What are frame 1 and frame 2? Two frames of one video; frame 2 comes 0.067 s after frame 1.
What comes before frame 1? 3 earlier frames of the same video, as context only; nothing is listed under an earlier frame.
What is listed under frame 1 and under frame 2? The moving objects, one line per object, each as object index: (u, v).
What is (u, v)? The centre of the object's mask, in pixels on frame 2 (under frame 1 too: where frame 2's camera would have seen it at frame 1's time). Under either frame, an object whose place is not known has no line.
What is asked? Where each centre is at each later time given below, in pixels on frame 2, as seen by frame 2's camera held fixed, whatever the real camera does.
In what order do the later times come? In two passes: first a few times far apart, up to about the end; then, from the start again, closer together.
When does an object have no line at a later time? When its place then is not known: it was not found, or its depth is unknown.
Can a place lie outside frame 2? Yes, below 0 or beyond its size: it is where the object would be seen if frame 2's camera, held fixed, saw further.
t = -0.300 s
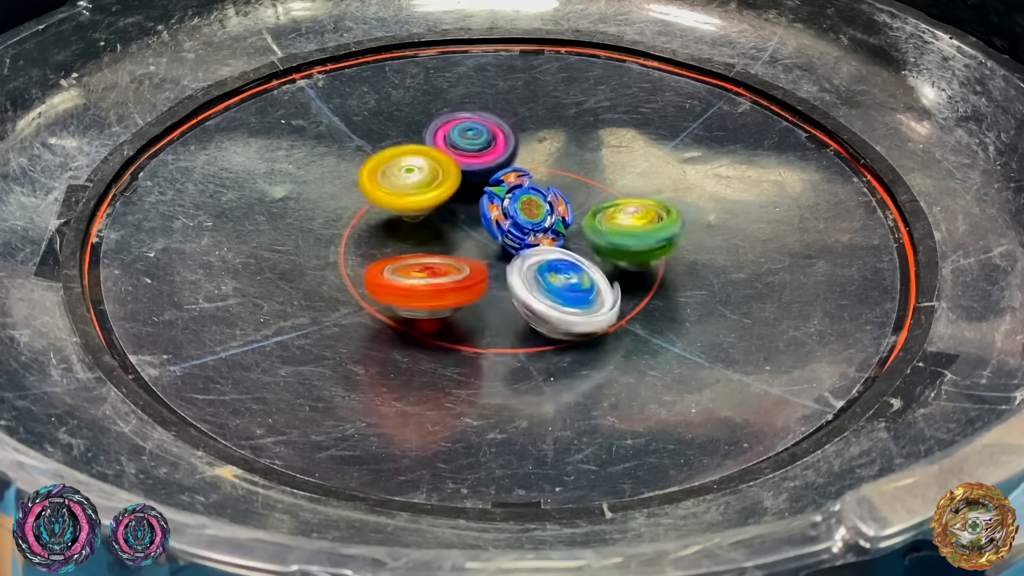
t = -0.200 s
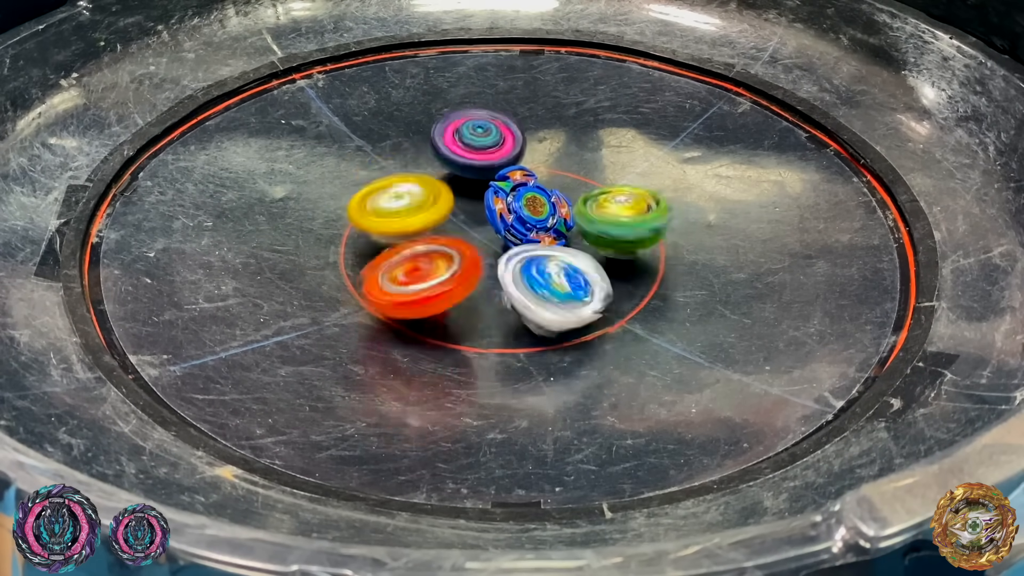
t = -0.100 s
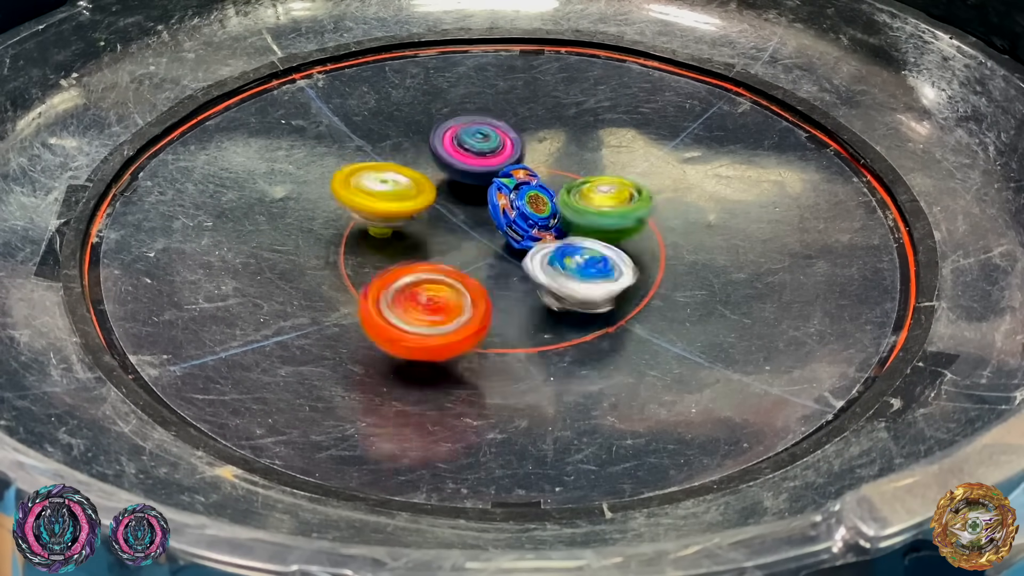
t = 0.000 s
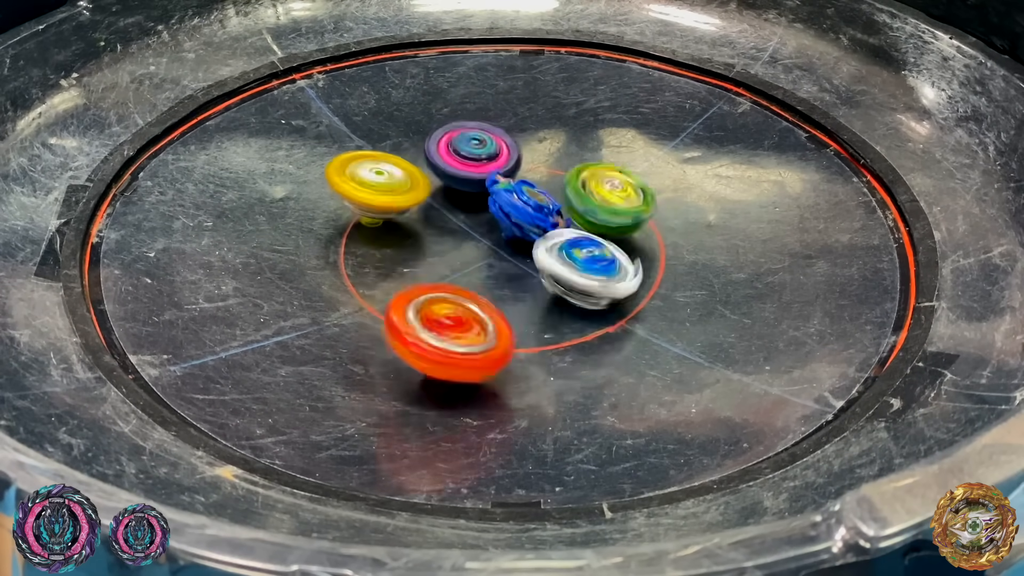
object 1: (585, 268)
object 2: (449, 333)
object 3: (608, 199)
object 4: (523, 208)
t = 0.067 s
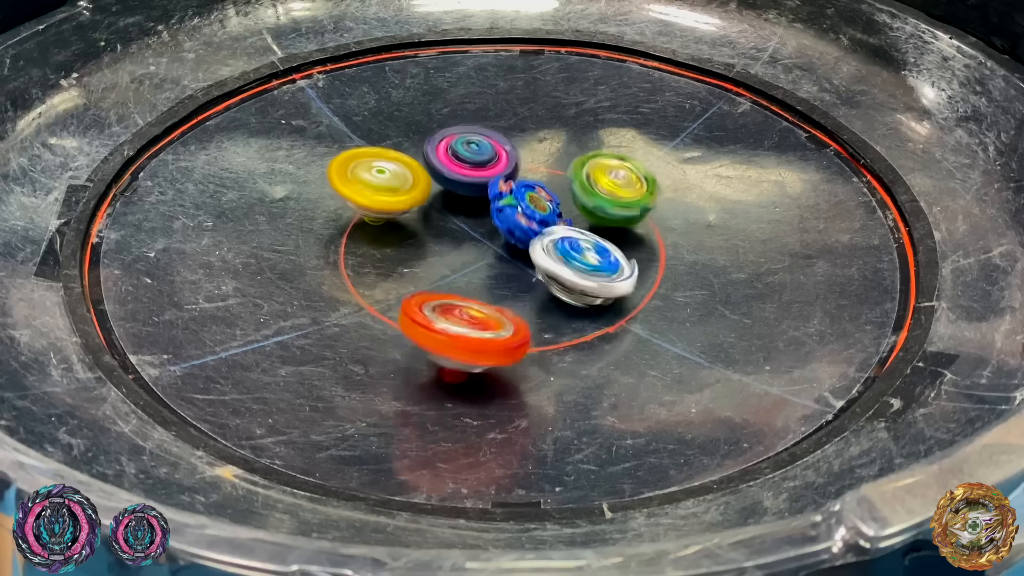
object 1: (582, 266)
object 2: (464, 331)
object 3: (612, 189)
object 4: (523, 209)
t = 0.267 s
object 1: (574, 258)
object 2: (487, 312)
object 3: (616, 169)
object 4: (505, 225)
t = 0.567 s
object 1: (574, 266)
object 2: (467, 281)
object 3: (595, 175)
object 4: (497, 215)
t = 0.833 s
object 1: (569, 266)
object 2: (450, 282)
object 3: (763, 199)
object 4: (496, 226)
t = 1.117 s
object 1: (569, 266)
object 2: (467, 277)
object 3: (675, 243)
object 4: (509, 213)
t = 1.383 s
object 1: (560, 260)
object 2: (437, 267)
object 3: (649, 253)
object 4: (517, 214)
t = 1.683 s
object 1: (562, 260)
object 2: (447, 256)
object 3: (648, 253)
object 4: (529, 210)
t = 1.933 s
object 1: (562, 260)
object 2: (464, 257)
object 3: (647, 253)
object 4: (539, 207)
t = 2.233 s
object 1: (568, 259)
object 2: (463, 258)
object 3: (651, 251)
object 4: (541, 207)
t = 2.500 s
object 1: (568, 259)
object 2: (458, 265)
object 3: (651, 250)
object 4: (544, 209)
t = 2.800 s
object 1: (567, 259)
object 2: (456, 265)
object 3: (651, 250)
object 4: (545, 209)
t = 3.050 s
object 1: (568, 259)
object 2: (459, 265)
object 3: (651, 250)
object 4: (553, 207)
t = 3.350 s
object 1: (567, 259)
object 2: (461, 277)
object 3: (651, 250)
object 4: (560, 206)
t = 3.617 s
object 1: (568, 259)
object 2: (470, 282)
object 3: (652, 249)
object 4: (586, 205)
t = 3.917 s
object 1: (569, 259)
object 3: (653, 248)
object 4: (581, 206)
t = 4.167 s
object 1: (568, 260)
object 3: (654, 248)
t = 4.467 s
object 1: (573, 259)
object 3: (655, 247)
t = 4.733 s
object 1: (573, 259)
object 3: (655, 247)
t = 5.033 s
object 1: (574, 259)
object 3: (655, 247)
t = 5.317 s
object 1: (574, 259)
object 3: (655, 247)
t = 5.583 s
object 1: (574, 259)
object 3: (655, 247)
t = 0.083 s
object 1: (581, 266)
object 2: (467, 330)
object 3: (613, 186)
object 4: (523, 210)
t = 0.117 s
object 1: (579, 264)
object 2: (472, 328)
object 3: (614, 182)
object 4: (520, 211)
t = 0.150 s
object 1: (577, 263)
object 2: (476, 324)
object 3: (613, 178)
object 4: (517, 213)
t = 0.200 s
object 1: (575, 261)
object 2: (482, 320)
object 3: (616, 173)
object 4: (511, 218)
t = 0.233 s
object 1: (573, 259)
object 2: (485, 316)
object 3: (617, 171)
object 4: (506, 221)
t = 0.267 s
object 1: (574, 258)
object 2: (487, 312)
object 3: (616, 169)
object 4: (505, 225)
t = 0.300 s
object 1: (573, 259)
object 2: (487, 309)
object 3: (612, 168)
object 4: (503, 221)
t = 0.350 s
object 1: (572, 258)
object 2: (487, 304)
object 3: (606, 167)
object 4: (501, 221)
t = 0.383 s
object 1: (573, 260)
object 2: (485, 300)
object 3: (603, 168)
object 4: (498, 220)
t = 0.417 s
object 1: (573, 261)
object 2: (484, 296)
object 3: (599, 169)
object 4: (496, 217)
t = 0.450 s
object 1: (575, 262)
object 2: (481, 292)
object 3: (593, 172)
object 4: (498, 217)
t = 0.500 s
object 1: (577, 265)
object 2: (475, 285)
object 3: (592, 172)
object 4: (502, 216)
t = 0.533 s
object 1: (577, 266)
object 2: (473, 282)
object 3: (594, 173)
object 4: (499, 215)
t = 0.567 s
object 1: (574, 266)
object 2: (467, 281)
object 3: (595, 175)
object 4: (497, 215)
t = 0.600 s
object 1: (571, 266)
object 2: (463, 280)
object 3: (607, 177)
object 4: (496, 215)
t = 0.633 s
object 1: (569, 266)
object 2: (458, 278)
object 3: (639, 184)
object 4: (498, 216)
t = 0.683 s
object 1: (569, 266)
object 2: (453, 278)
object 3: (680, 184)
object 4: (500, 218)
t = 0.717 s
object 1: (568, 266)
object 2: (451, 277)
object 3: (709, 182)
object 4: (501, 219)
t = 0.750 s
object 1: (569, 266)
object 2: (447, 277)
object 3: (733, 185)
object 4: (501, 223)
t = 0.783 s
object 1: (569, 266)
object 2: (447, 281)
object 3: (746, 192)
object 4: (500, 224)
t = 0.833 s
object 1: (569, 266)
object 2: (450, 282)
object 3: (763, 199)
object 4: (496, 226)
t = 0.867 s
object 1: (568, 266)
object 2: (451, 282)
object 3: (766, 207)
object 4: (494, 228)
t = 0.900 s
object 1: (568, 266)
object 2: (452, 282)
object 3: (765, 211)
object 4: (492, 228)
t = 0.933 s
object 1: (568, 266)
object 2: (453, 283)
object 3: (760, 217)
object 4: (492, 227)
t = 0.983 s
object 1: (569, 266)
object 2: (456, 284)
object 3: (744, 225)
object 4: (494, 226)
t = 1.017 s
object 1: (569, 266)
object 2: (458, 283)
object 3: (731, 228)
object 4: (495, 225)
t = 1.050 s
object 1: (569, 266)
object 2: (459, 283)
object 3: (713, 235)
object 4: (497, 223)
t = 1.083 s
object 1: (569, 266)
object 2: (463, 279)
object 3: (693, 238)
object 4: (501, 220)
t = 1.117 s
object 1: (569, 266)
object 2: (467, 277)
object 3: (675, 243)
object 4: (509, 213)
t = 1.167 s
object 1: (565, 267)
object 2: (468, 273)
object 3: (655, 248)
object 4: (514, 206)
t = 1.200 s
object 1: (560, 265)
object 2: (462, 273)
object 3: (657, 252)
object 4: (516, 204)
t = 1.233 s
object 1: (558, 264)
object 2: (460, 272)
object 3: (655, 253)
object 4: (516, 204)
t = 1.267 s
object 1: (558, 263)
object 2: (457, 272)
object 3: (653, 253)
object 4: (516, 204)
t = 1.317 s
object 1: (558, 263)
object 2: (453, 269)
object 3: (650, 255)
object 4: (517, 205)
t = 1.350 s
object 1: (558, 261)
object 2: (445, 270)
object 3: (649, 254)
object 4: (517, 210)
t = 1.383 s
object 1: (560, 260)
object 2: (437, 267)
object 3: (649, 253)
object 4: (517, 214)
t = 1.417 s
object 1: (561, 260)
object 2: (441, 265)
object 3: (648, 253)
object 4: (521, 212)
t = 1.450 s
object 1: (561, 260)
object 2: (446, 260)
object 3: (648, 253)
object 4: (524, 211)
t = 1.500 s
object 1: (562, 259)
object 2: (450, 258)
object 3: (648, 254)
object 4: (530, 209)
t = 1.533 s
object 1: (563, 260)
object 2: (449, 258)
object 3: (648, 253)
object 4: (532, 209)
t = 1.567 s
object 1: (562, 260)
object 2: (450, 258)
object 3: (648, 253)
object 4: (533, 209)
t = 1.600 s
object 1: (562, 260)
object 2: (449, 257)
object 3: (648, 253)
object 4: (533, 209)
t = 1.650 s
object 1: (562, 260)
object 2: (447, 256)
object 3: (648, 253)
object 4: (531, 210)
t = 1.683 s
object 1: (562, 260)
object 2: (447, 256)
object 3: (648, 253)
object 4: (529, 210)
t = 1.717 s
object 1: (563, 259)
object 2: (453, 257)
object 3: (648, 253)
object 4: (526, 211)
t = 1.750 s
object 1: (563, 259)
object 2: (457, 258)
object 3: (648, 253)
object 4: (525, 211)
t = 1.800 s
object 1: (563, 259)
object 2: (460, 257)
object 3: (648, 253)
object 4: (524, 211)
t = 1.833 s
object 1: (563, 259)
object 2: (459, 258)
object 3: (648, 253)
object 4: (533, 209)
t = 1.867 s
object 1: (563, 260)
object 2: (457, 257)
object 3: (648, 253)
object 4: (535, 209)
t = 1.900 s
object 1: (563, 260)
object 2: (459, 256)
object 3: (647, 253)
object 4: (538, 207)
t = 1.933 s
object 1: (562, 260)
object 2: (464, 257)
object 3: (647, 253)
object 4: (539, 207)
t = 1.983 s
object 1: (566, 260)
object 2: (480, 255)
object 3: (648, 253)
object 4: (548, 204)
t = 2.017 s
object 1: (569, 260)
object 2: (481, 258)
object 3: (650, 251)
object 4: (547, 203)
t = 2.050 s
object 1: (569, 259)
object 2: (479, 259)
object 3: (651, 250)
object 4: (545, 203)
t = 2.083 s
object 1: (571, 259)
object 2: (478, 260)
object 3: (651, 251)
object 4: (545, 203)
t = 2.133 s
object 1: (570, 259)
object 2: (470, 260)
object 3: (651, 251)
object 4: (544, 204)
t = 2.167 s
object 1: (568, 259)
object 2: (466, 259)
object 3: (651, 251)
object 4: (543, 205)
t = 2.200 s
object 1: (567, 259)
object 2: (463, 258)
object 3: (651, 251)
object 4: (543, 206)
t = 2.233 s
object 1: (568, 259)
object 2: (463, 258)
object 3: (651, 251)
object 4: (541, 207)
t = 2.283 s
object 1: (567, 259)
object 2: (462, 257)
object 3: (651, 251)
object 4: (542, 207)
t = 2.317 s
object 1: (567, 259)
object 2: (460, 258)
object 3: (651, 250)
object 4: (541, 207)
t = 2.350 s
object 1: (568, 259)
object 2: (459, 259)
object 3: (651, 251)
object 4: (542, 208)
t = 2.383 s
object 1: (568, 259)
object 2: (458, 264)
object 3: (651, 251)
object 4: (543, 209)
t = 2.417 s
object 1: (567, 259)
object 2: (457, 265)
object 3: (651, 250)
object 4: (542, 210)
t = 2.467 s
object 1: (567, 259)
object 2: (457, 265)
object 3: (651, 250)
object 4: (544, 209)
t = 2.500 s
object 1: (568, 259)
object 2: (458, 265)
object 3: (651, 250)
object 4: (544, 209)
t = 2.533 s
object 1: (568, 259)
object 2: (458, 265)
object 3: (651, 250)
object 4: (544, 209)
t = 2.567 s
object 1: (568, 259)
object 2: (458, 265)
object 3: (651, 250)
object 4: (544, 209)
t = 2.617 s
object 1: (567, 259)
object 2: (456, 265)
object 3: (651, 250)
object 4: (543, 209)
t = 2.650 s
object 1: (567, 259)
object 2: (457, 265)
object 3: (651, 250)
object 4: (543, 209)
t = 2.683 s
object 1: (568, 259)
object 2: (458, 265)
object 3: (651, 250)
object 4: (544, 209)
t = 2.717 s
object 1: (568, 259)
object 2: (458, 265)
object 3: (651, 250)
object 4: (544, 209)
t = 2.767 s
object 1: (567, 259)
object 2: (457, 265)
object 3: (651, 250)
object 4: (544, 209)
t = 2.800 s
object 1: (567, 259)
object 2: (456, 265)
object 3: (651, 250)
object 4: (545, 209)
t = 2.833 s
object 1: (567, 259)
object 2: (457, 265)
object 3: (651, 250)
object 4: (546, 209)
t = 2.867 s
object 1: (568, 259)
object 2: (458, 265)
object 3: (651, 250)
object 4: (546, 209)
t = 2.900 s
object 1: (567, 259)
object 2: (458, 265)
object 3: (651, 250)
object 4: (550, 208)
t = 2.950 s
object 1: (567, 259)
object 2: (457, 265)
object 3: (651, 250)
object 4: (552, 208)
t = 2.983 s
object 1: (567, 259)
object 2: (456, 265)
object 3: (651, 250)
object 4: (553, 207)
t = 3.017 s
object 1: (567, 259)
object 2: (458, 265)
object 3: (651, 250)
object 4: (553, 207)
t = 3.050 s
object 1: (568, 259)
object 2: (459, 265)
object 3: (651, 250)
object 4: (553, 207)
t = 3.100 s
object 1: (568, 260)
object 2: (461, 265)
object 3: (651, 250)
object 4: (555, 206)
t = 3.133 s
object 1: (568, 259)
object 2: (461, 268)
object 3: (651, 250)
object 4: (556, 206)
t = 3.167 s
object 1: (568, 259)
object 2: (464, 271)
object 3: (651, 250)
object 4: (558, 206)
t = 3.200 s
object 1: (568, 259)
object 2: (464, 272)
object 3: (651, 250)
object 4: (562, 206)
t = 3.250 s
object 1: (568, 259)
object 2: (461, 274)
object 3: (651, 250)
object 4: (562, 206)
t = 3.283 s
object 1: (567, 259)
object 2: (461, 276)
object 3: (651, 250)
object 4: (562, 206)
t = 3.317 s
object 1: (567, 259)
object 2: (461, 276)
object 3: (651, 250)
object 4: (561, 206)
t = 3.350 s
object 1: (567, 259)
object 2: (461, 277)
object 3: (651, 250)
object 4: (560, 206)
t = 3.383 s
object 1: (568, 259)
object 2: (464, 279)
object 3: (651, 250)
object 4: (560, 206)
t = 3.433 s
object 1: (568, 259)
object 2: (466, 279)
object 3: (651, 250)
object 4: (572, 205)
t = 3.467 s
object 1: (568, 259)
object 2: (466, 279)
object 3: (651, 250)
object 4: (577, 206)
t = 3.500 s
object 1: (568, 259)
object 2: (467, 280)
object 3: (651, 250)
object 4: (580, 206)
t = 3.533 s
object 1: (568, 259)
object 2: (469, 281)
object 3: (651, 250)
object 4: (582, 205)
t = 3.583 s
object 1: (568, 259)
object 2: (470, 282)
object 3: (652, 250)
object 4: (585, 205)
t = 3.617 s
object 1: (568, 259)
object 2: (470, 282)
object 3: (652, 249)
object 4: (586, 205)
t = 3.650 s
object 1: (568, 259)
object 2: (470, 282)
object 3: (652, 249)
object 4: (587, 205)
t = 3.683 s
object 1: (568, 259)
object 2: (470, 284)
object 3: (652, 249)
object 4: (587, 205)
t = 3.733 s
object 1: (568, 259)
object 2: (470, 287)
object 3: (652, 249)
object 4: (587, 205)
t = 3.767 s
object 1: (568, 259)
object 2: (470, 288)
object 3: (653, 249)
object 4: (586, 205)
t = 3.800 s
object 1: (568, 259)
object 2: (471, 288)
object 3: (654, 248)
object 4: (585, 205)
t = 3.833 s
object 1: (568, 259)
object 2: (472, 288)
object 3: (654, 247)
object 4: (583, 205)
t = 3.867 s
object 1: (568, 259)
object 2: (473, 291)
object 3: (654, 248)
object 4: (582, 205)
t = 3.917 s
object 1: (569, 259)
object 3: (653, 248)
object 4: (581, 206)
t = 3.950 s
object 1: (568, 259)
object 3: (654, 248)
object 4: (589, 205)
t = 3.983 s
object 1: (568, 260)
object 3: (654, 247)
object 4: (592, 205)
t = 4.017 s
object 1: (568, 260)
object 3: (654, 248)
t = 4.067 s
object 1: (568, 260)
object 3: (654, 247)
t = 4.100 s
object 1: (568, 260)
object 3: (654, 247)
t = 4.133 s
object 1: (568, 260)
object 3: (654, 248)
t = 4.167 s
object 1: (568, 260)
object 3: (654, 248)
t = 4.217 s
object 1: (568, 260)
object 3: (654, 247)
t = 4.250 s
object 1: (570, 259)
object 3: (654, 247)
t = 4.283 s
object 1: (572, 259)
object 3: (654, 247)
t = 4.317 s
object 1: (573, 259)
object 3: (655, 247)
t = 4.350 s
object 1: (573, 259)
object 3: (655, 247)
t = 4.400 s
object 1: (572, 258)
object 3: (655, 247)
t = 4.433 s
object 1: (572, 258)
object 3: (655, 247)
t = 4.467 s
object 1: (573, 259)
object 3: (655, 247)
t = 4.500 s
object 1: (573, 259)
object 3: (655, 247)
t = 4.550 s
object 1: (573, 258)
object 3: (655, 247)
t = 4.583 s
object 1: (573, 258)
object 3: (655, 247)
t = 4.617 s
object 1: (573, 258)
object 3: (655, 247)
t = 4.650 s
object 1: (573, 258)
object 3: (655, 247)
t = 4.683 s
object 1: (573, 258)
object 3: (655, 247)
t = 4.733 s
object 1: (573, 259)
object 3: (655, 247)
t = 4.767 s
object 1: (574, 259)
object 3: (655, 247)
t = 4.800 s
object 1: (574, 259)
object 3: (655, 247)
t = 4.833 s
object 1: (574, 259)
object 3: (655, 247)
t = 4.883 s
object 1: (574, 259)
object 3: (655, 247)
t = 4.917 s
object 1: (574, 259)
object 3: (655, 247)
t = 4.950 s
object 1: (574, 259)
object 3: (655, 247)
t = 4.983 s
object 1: (574, 259)
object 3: (655, 247)
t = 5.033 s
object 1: (574, 259)
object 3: (655, 247)
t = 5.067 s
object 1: (574, 259)
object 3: (655, 247)
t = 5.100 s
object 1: (574, 259)
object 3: (655, 247)
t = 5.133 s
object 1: (574, 259)
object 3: (655, 247)
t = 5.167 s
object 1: (574, 259)
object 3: (655, 247)
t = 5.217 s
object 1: (574, 259)
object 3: (655, 247)
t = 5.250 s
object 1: (574, 259)
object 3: (655, 247)
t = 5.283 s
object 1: (574, 259)
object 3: (655, 247)
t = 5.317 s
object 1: (574, 259)
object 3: (655, 247)
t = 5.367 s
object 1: (574, 259)
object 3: (655, 247)
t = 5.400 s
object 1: (574, 259)
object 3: (655, 247)
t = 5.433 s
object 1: (574, 259)
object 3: (655, 247)
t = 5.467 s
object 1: (574, 259)
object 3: (655, 247)
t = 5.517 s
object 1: (574, 259)
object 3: (655, 247)
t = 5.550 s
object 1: (574, 259)
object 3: (655, 247)
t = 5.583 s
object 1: (574, 259)
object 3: (655, 247)
